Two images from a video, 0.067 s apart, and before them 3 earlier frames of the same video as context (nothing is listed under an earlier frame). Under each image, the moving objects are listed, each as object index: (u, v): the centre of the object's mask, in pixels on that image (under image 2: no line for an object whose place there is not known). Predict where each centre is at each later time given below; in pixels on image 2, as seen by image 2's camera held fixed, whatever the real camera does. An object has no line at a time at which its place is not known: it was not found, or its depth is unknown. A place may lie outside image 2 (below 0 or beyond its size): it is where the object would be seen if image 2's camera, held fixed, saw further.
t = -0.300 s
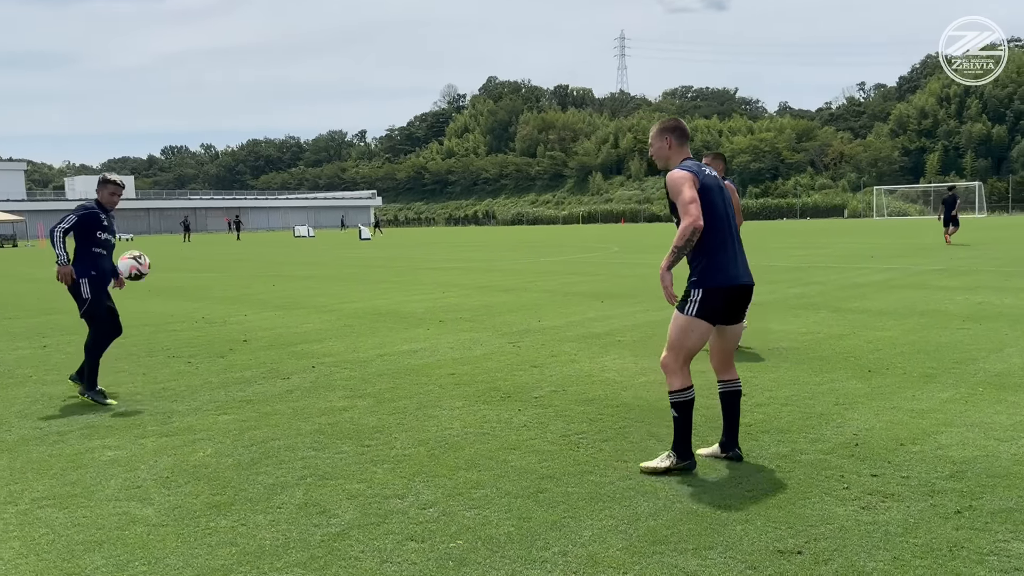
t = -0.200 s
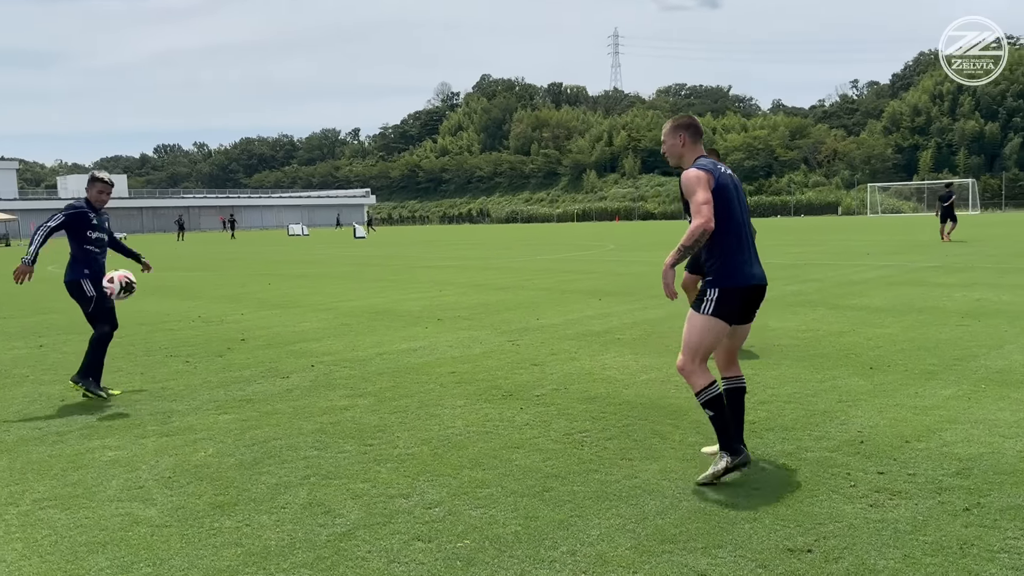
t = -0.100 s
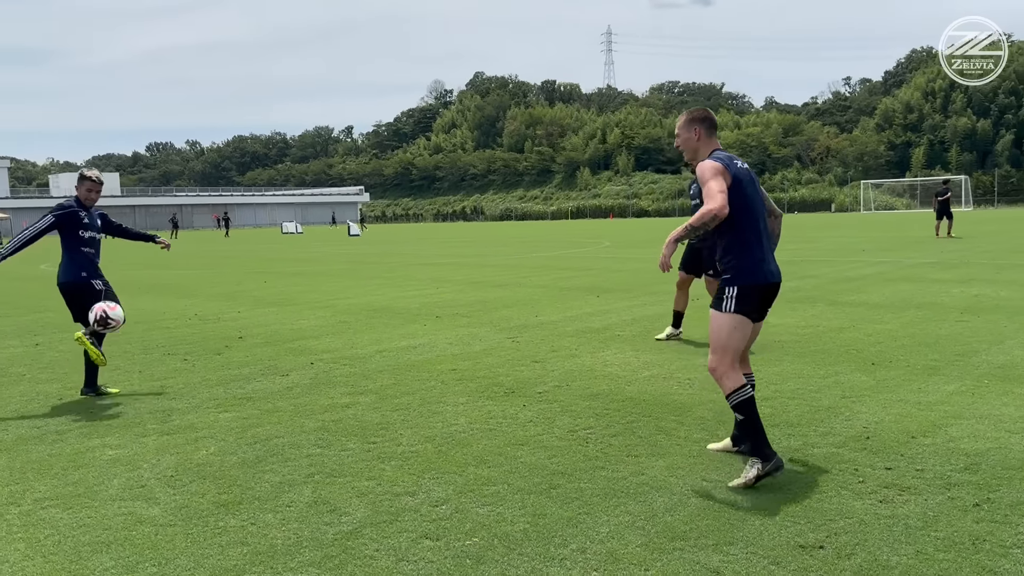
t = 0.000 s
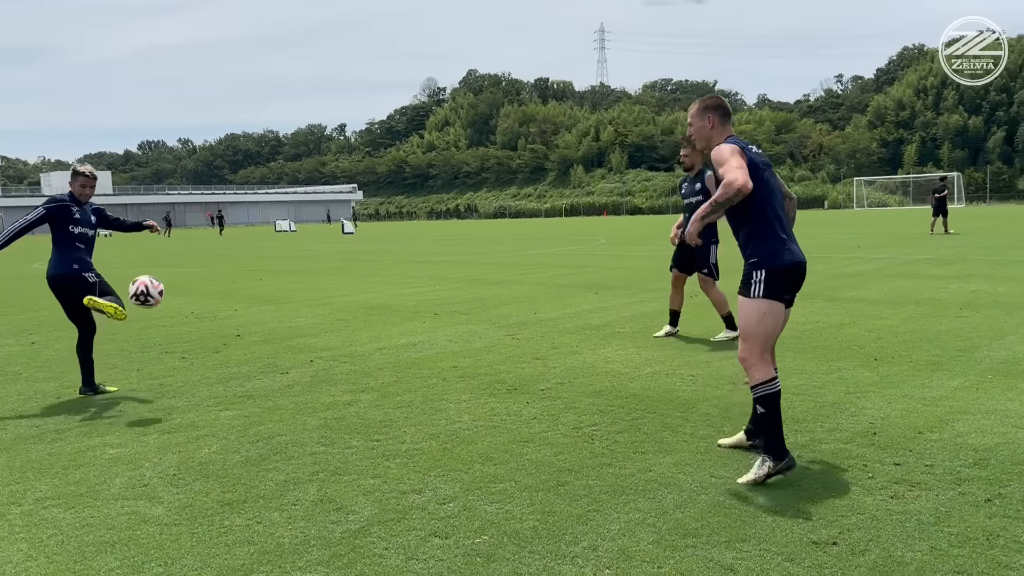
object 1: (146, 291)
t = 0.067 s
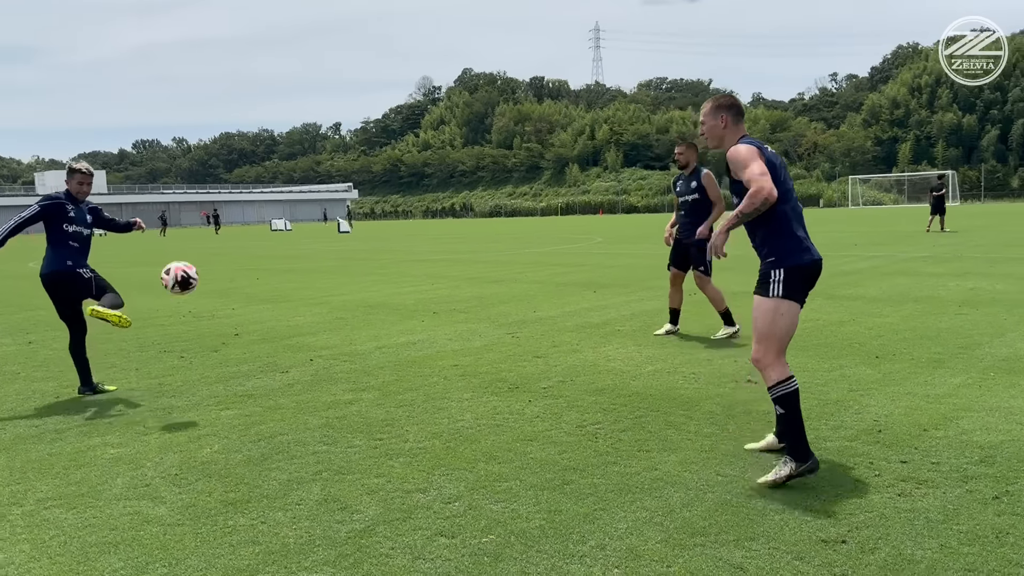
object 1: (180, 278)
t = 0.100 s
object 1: (198, 274)
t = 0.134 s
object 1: (216, 271)
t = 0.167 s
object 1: (235, 270)
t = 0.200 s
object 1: (255, 271)
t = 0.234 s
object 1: (275, 274)
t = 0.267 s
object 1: (296, 278)
